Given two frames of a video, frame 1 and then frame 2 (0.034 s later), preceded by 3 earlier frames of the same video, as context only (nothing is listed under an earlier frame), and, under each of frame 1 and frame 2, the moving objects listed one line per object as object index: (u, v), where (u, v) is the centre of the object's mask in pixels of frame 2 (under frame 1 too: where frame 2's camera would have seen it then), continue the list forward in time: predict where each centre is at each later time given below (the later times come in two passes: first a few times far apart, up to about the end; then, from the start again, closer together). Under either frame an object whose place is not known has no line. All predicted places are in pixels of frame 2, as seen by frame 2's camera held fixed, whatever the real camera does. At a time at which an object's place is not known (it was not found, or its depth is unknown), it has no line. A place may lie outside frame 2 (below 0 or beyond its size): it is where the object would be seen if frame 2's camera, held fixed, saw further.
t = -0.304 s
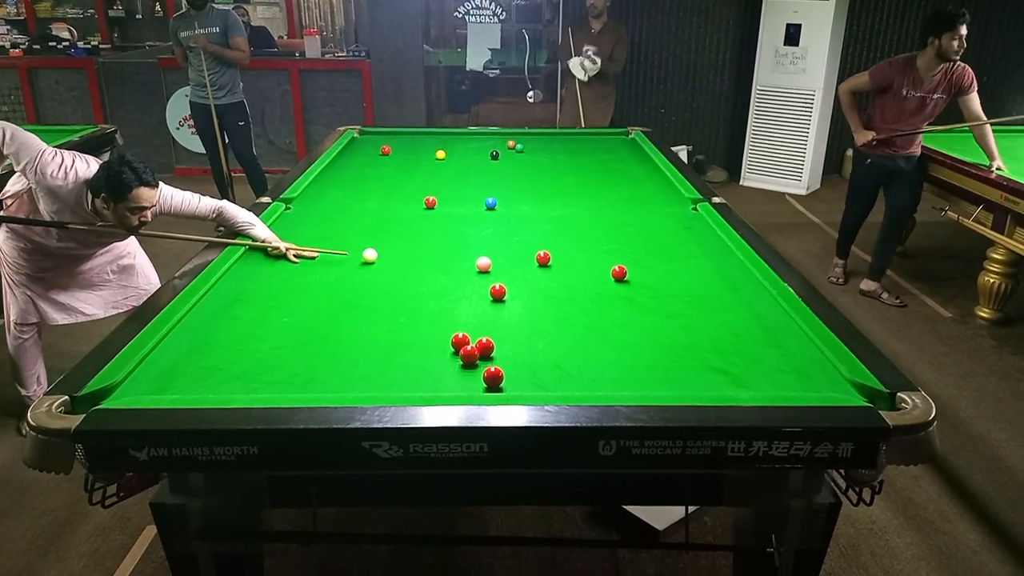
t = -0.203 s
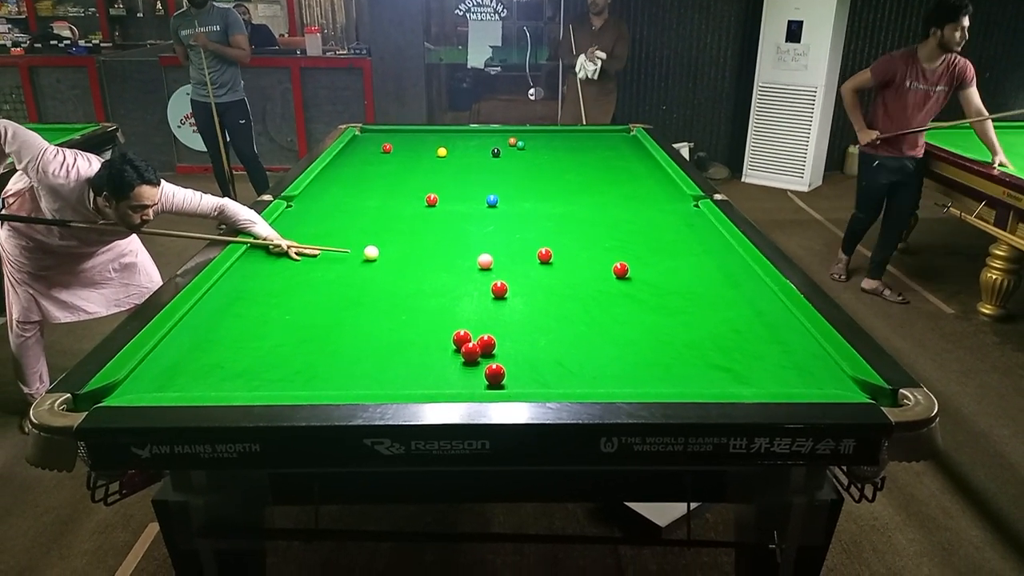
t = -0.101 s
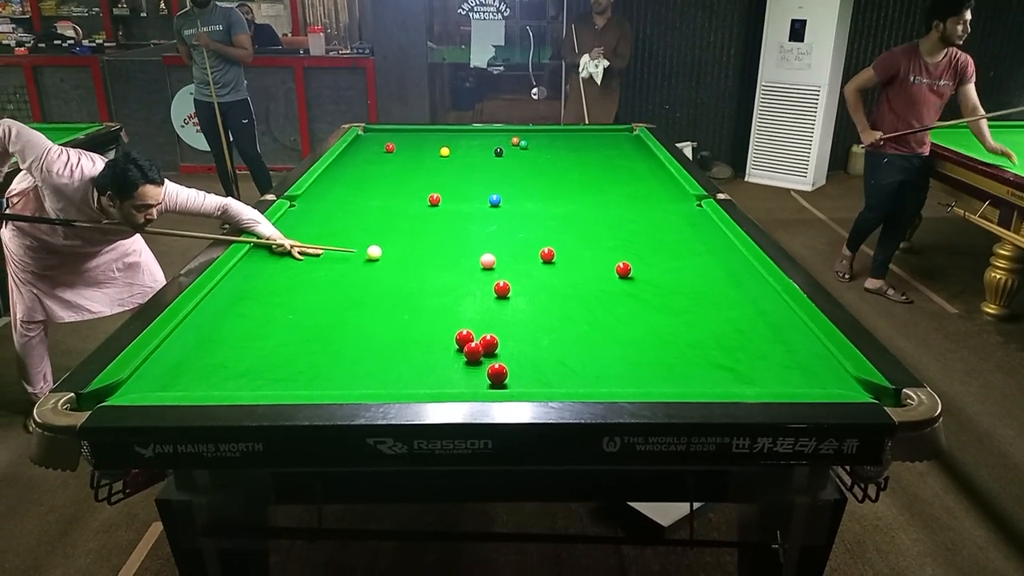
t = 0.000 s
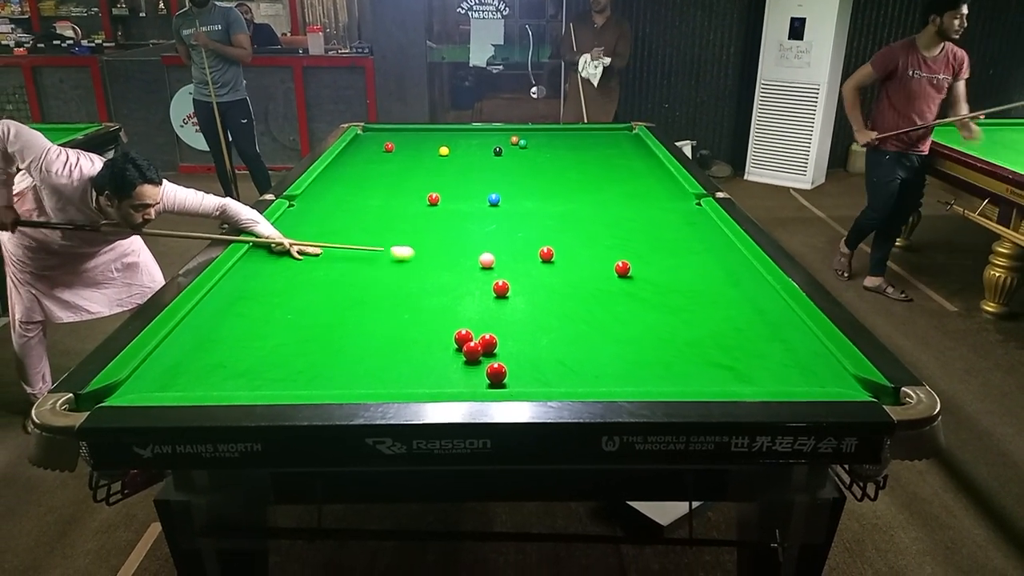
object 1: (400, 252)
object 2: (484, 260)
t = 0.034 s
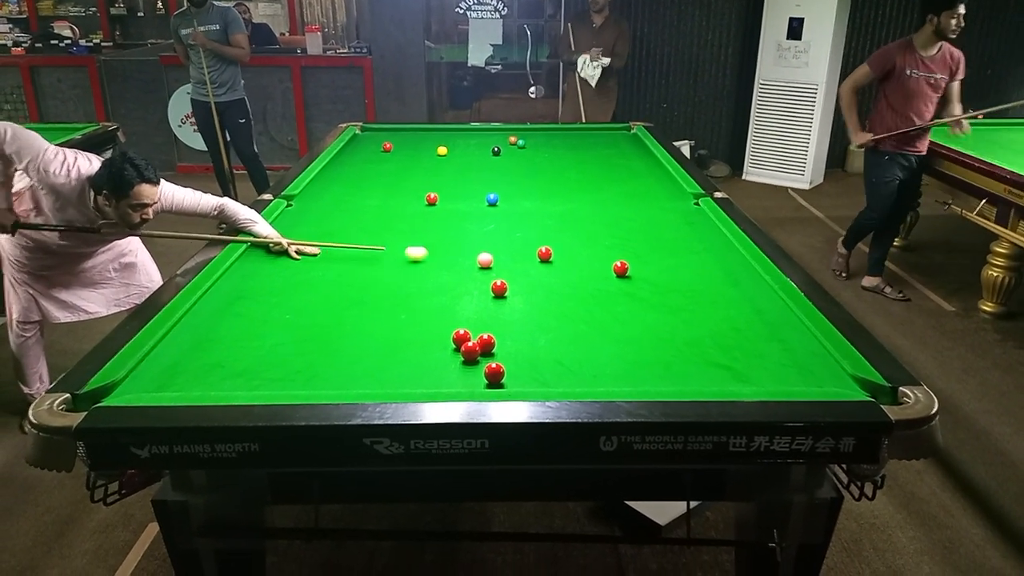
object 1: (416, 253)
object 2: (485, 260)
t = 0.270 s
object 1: (497, 251)
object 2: (503, 266)
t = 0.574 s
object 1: (569, 241)
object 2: (551, 283)
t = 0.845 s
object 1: (627, 233)
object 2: (596, 298)
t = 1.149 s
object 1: (686, 225)
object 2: (649, 317)
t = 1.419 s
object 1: (685, 219)
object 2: (699, 334)
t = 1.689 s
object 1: (648, 215)
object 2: (752, 352)
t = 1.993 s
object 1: (610, 211)
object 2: (815, 373)
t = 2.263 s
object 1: (580, 208)
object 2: (873, 397)
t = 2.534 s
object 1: (552, 205)
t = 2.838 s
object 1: (525, 203)
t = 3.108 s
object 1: (503, 200)
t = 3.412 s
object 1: (498, 200)
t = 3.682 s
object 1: (495, 200)
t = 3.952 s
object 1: (494, 200)
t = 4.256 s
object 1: (494, 200)
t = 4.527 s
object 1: (494, 200)
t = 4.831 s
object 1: (494, 200)
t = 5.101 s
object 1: (494, 200)
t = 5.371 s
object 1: (494, 200)
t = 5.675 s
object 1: (494, 200)
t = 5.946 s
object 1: (494, 200)
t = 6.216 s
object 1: (494, 200)
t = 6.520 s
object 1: (494, 200)
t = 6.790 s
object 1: (494, 200)
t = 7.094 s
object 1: (494, 200)
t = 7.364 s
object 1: (494, 200)
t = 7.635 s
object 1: (494, 200)
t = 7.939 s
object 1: (494, 200)
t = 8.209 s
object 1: (494, 200)
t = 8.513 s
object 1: (494, 200)
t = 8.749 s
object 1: (494, 200)
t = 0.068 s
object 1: (431, 254)
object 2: (485, 260)
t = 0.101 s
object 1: (446, 254)
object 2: (485, 260)
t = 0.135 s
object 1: (460, 255)
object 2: (485, 260)
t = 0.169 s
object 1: (472, 255)
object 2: (486, 260)
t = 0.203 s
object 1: (480, 253)
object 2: (491, 262)
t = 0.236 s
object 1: (488, 252)
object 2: (497, 264)
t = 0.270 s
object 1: (497, 251)
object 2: (503, 266)
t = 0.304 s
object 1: (506, 250)
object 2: (509, 268)
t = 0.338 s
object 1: (514, 249)
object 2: (514, 270)
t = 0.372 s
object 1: (522, 248)
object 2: (519, 272)
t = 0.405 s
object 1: (529, 246)
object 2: (524, 273)
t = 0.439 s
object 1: (536, 244)
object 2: (529, 275)
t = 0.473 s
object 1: (546, 243)
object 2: (534, 277)
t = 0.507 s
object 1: (554, 243)
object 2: (540, 279)
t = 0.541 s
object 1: (562, 242)
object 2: (546, 281)
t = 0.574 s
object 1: (569, 241)
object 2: (551, 283)
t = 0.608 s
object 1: (576, 240)
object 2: (556, 285)
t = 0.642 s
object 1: (584, 239)
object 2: (562, 287)
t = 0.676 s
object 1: (591, 238)
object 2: (567, 289)
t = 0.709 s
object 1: (598, 237)
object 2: (573, 290)
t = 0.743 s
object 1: (605, 236)
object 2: (578, 292)
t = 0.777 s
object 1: (612, 235)
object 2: (584, 294)
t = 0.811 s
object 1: (620, 234)
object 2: (590, 296)
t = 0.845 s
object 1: (627, 233)
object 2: (596, 298)
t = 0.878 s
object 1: (633, 232)
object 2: (602, 301)
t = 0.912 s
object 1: (640, 231)
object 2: (607, 303)
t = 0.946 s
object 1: (647, 230)
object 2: (613, 304)
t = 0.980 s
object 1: (653, 229)
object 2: (619, 306)
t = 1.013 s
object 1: (660, 228)
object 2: (625, 309)
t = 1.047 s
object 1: (667, 227)
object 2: (631, 311)
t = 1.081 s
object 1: (673, 226)
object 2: (637, 313)
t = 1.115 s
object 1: (679, 226)
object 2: (643, 315)
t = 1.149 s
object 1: (686, 225)
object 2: (649, 317)
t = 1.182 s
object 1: (692, 224)
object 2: (655, 319)
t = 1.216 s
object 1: (698, 223)
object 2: (661, 321)
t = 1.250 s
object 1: (704, 222)
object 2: (667, 323)
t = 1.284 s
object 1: (706, 221)
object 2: (673, 325)
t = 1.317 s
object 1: (701, 221)
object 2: (680, 328)
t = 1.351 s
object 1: (695, 220)
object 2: (686, 329)
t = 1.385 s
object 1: (690, 220)
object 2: (692, 332)
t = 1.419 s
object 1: (685, 219)
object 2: (699, 334)
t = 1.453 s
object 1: (680, 219)
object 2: (705, 336)
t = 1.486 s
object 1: (675, 218)
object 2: (712, 338)
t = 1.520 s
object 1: (671, 218)
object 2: (718, 341)
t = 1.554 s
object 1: (666, 217)
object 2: (725, 343)
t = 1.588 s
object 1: (661, 217)
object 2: (732, 345)
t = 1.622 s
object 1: (657, 216)
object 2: (739, 347)
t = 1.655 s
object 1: (653, 216)
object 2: (745, 350)
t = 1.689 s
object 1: (648, 215)
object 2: (752, 352)
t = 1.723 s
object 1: (643, 215)
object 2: (759, 354)
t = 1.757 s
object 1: (639, 214)
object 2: (765, 356)
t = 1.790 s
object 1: (635, 214)
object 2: (773, 359)
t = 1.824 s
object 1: (630, 213)
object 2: (780, 362)
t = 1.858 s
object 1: (626, 213)
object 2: (786, 364)
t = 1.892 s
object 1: (622, 212)
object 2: (793, 366)
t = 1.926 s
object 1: (618, 212)
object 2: (800, 368)
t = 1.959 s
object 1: (614, 212)
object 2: (808, 371)
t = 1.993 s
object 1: (610, 211)
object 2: (815, 373)
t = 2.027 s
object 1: (606, 211)
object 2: (822, 376)
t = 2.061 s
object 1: (602, 210)
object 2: (829, 378)
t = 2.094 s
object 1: (598, 210)
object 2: (836, 379)
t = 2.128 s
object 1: (594, 210)
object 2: (843, 382)
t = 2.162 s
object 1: (591, 209)
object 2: (851, 384)
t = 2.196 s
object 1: (587, 209)
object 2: (859, 386)
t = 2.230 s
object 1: (583, 208)
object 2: (866, 391)
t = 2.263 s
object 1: (580, 208)
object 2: (873, 397)
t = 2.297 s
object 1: (576, 208)
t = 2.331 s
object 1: (573, 207)
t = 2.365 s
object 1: (569, 207)
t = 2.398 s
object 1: (566, 207)
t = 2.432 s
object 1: (562, 206)
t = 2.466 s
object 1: (559, 206)
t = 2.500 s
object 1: (556, 206)
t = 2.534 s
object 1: (552, 205)
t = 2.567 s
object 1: (549, 205)
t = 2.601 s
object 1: (546, 205)
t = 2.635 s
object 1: (543, 204)
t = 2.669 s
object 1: (540, 204)
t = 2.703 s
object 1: (537, 204)
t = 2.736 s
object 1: (533, 203)
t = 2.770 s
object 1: (531, 203)
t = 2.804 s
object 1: (528, 203)
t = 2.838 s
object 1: (525, 203)
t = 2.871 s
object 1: (522, 202)
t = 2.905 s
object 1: (519, 202)
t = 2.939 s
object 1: (516, 201)
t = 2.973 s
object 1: (513, 201)
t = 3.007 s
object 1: (510, 201)
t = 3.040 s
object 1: (508, 201)
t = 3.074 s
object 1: (505, 201)
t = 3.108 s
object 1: (503, 200)
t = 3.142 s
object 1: (502, 200)
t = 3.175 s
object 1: (501, 200)
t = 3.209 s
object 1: (501, 200)
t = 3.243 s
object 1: (500, 200)
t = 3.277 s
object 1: (500, 200)
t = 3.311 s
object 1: (499, 200)
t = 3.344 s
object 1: (498, 200)
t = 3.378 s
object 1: (498, 200)
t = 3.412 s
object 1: (498, 200)
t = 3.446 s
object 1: (498, 200)
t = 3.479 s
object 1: (497, 200)
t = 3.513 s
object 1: (497, 200)
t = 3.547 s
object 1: (496, 200)
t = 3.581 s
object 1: (496, 200)
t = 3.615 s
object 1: (496, 200)
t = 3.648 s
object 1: (496, 200)
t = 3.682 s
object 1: (495, 200)
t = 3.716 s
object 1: (495, 200)
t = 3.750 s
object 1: (495, 200)
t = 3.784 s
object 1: (495, 200)
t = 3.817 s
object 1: (495, 200)
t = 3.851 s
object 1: (495, 200)
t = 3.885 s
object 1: (494, 200)
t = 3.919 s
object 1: (494, 200)
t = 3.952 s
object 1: (494, 200)
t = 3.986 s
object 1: (494, 200)
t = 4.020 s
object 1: (494, 200)
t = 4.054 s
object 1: (494, 200)
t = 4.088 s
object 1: (494, 200)
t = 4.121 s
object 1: (494, 200)
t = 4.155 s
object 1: (494, 200)
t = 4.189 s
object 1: (494, 200)
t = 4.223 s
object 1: (494, 200)
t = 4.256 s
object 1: (494, 200)
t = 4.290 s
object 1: (494, 200)
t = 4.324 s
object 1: (494, 200)
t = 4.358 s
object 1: (494, 200)
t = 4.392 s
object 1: (494, 200)
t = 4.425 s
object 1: (494, 200)
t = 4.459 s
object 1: (494, 200)
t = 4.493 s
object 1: (494, 200)
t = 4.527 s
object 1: (494, 200)
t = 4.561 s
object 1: (494, 199)
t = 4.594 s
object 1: (494, 200)
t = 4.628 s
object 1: (494, 200)
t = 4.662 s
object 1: (494, 199)
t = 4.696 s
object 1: (494, 200)
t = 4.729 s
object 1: (494, 200)
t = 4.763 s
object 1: (494, 200)
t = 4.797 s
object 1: (494, 200)
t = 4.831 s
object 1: (494, 200)
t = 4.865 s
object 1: (494, 200)
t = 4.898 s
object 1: (494, 200)
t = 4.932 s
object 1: (494, 200)
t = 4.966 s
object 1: (494, 200)
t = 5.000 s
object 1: (494, 200)
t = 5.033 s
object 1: (494, 200)
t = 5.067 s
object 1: (494, 200)
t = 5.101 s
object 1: (494, 200)
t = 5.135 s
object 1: (494, 200)
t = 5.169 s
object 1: (494, 200)
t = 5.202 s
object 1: (494, 200)
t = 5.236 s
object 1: (494, 200)
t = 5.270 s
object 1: (494, 200)
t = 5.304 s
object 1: (494, 200)
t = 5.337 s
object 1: (494, 200)
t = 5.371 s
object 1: (494, 200)
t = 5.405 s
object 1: (494, 200)
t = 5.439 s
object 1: (494, 200)
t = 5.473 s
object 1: (494, 200)
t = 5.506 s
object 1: (494, 200)
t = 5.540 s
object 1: (494, 200)
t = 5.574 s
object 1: (494, 200)
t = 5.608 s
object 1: (494, 200)
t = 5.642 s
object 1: (494, 200)
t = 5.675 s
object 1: (494, 200)
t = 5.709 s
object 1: (494, 200)
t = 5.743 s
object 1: (494, 200)
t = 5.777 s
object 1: (494, 200)
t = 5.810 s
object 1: (494, 200)
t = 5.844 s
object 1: (494, 200)
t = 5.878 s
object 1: (494, 200)
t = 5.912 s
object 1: (494, 200)
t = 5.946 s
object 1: (494, 200)
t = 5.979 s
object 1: (494, 200)
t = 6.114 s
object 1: (494, 200)
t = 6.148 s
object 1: (494, 200)
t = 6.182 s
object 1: (494, 200)
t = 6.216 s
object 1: (494, 200)
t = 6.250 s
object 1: (494, 200)
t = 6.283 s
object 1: (494, 200)
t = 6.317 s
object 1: (494, 200)
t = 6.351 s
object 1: (494, 200)
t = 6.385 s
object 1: (494, 200)
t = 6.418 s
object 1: (494, 200)
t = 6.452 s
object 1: (494, 200)
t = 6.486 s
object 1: (494, 200)
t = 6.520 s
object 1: (494, 200)
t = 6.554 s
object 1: (494, 200)
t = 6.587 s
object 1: (494, 200)
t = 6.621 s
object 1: (494, 200)
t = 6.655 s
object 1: (494, 200)
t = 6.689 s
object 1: (494, 200)
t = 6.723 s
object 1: (494, 200)
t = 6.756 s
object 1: (494, 200)
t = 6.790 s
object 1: (494, 200)
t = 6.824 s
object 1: (494, 200)
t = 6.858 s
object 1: (494, 200)
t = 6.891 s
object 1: (494, 200)
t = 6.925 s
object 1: (494, 200)
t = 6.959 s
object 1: (494, 200)
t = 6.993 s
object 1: (494, 200)
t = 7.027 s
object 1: (494, 200)
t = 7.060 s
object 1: (494, 200)
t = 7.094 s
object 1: (494, 200)
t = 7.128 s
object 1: (494, 200)
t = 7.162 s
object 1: (494, 200)
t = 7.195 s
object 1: (494, 200)
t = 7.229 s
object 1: (494, 200)
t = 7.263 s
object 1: (494, 200)
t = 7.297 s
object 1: (494, 200)
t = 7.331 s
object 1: (494, 200)
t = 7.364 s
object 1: (494, 200)
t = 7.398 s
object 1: (494, 200)
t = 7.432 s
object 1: (494, 200)
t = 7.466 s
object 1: (494, 200)
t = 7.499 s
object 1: (494, 200)
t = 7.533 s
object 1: (494, 200)
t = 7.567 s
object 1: (494, 200)
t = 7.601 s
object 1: (494, 200)
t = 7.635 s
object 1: (494, 200)
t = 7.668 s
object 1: (494, 200)
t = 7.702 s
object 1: (494, 199)
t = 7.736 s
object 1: (494, 199)
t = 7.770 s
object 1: (494, 200)
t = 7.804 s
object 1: (494, 200)
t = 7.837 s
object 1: (494, 200)
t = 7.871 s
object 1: (494, 200)
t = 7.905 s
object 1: (494, 200)
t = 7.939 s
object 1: (494, 200)
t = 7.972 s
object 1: (494, 200)
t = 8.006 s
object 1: (494, 200)
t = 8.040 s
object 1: (494, 200)
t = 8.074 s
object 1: (494, 200)
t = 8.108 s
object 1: (494, 200)
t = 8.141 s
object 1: (494, 200)
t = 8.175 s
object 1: (494, 200)
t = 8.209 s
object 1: (494, 200)
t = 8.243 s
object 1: (494, 200)
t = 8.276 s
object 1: (494, 200)
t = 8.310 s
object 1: (494, 200)
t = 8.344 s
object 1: (494, 200)
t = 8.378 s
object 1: (494, 200)
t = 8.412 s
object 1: (494, 200)
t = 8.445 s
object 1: (494, 200)
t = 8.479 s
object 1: (494, 200)
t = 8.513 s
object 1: (494, 200)
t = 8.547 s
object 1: (494, 200)
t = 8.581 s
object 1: (494, 200)
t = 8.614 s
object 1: (494, 200)
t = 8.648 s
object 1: (494, 199)
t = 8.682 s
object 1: (494, 200)
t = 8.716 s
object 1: (494, 200)
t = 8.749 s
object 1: (494, 200)
